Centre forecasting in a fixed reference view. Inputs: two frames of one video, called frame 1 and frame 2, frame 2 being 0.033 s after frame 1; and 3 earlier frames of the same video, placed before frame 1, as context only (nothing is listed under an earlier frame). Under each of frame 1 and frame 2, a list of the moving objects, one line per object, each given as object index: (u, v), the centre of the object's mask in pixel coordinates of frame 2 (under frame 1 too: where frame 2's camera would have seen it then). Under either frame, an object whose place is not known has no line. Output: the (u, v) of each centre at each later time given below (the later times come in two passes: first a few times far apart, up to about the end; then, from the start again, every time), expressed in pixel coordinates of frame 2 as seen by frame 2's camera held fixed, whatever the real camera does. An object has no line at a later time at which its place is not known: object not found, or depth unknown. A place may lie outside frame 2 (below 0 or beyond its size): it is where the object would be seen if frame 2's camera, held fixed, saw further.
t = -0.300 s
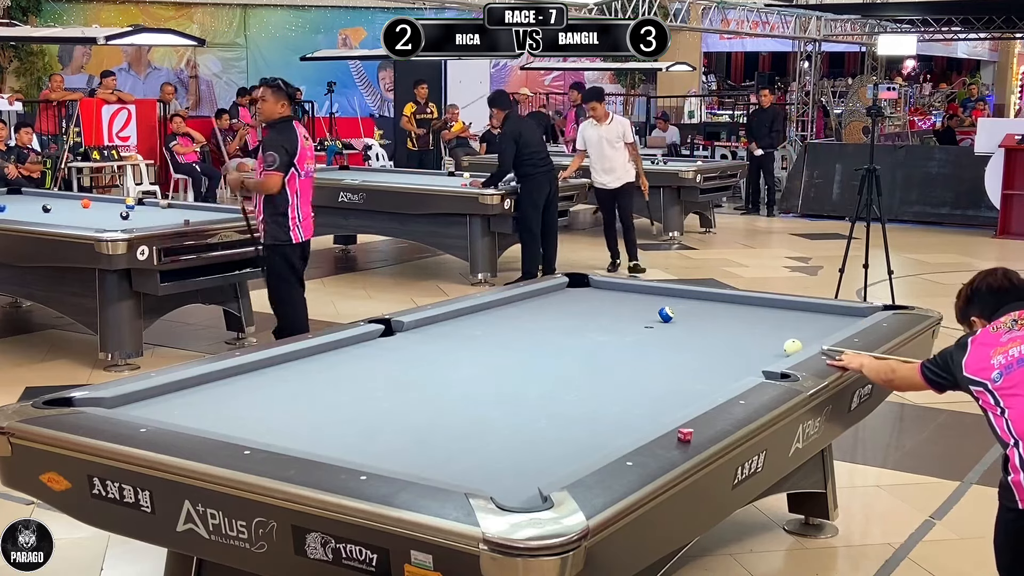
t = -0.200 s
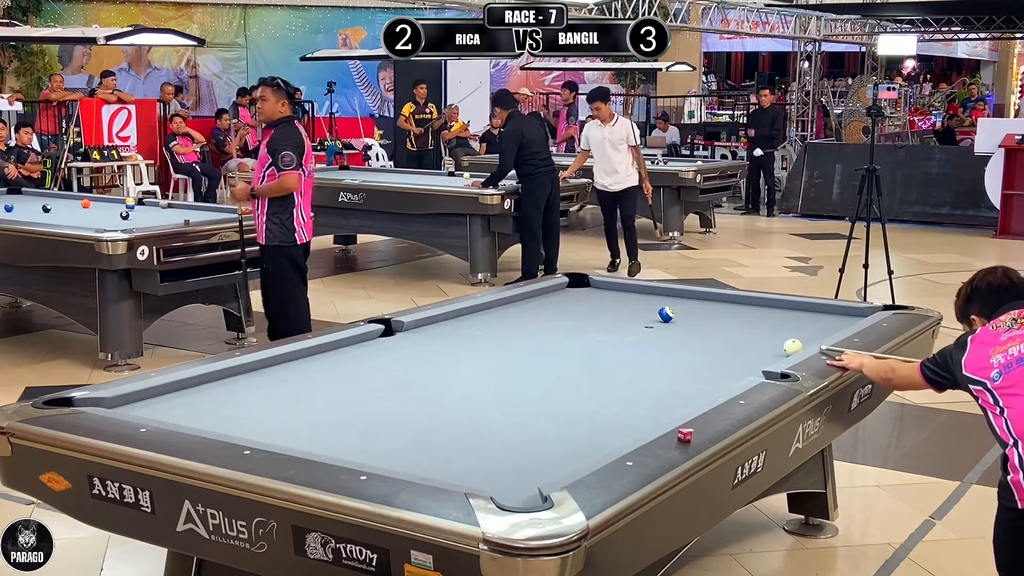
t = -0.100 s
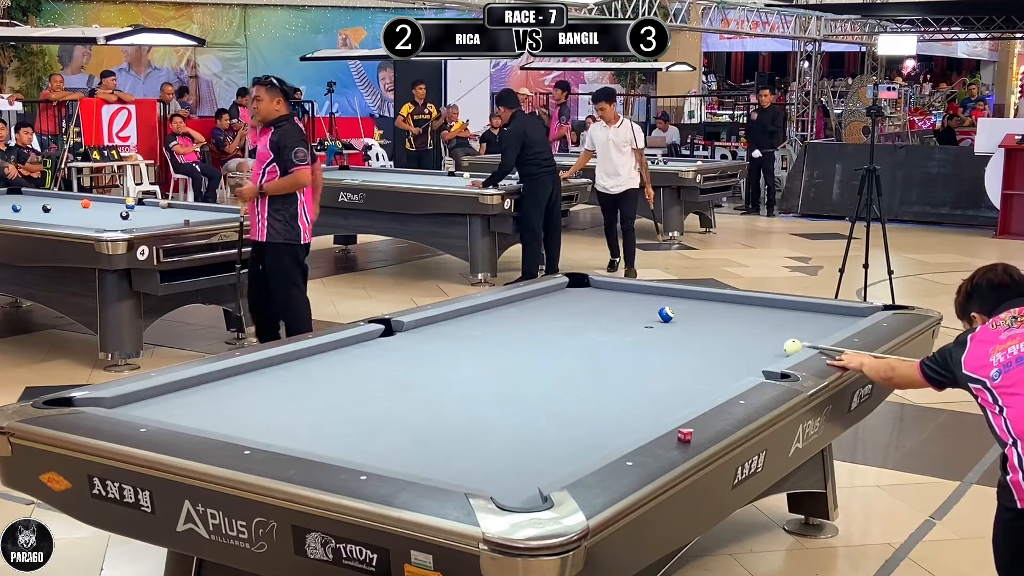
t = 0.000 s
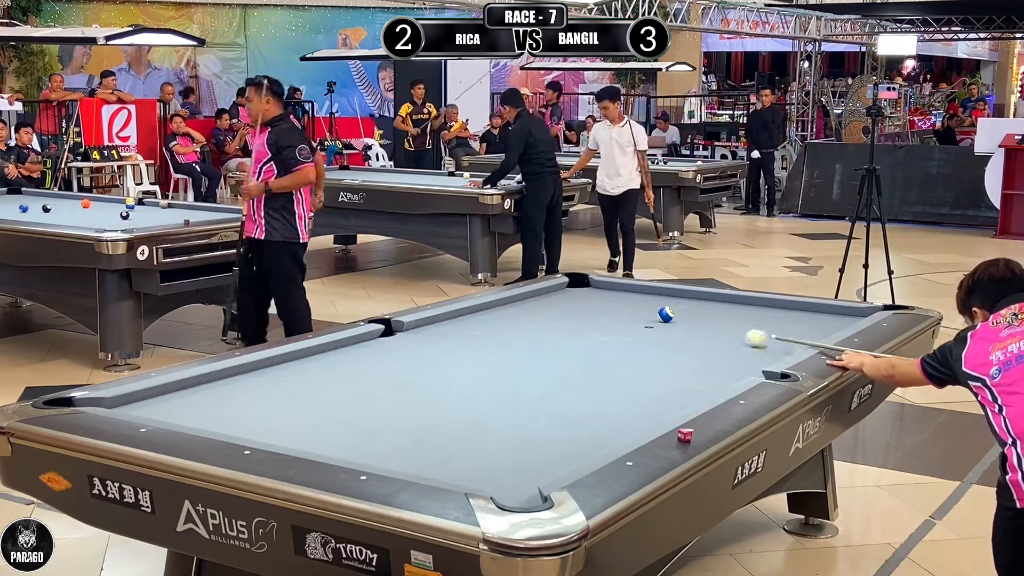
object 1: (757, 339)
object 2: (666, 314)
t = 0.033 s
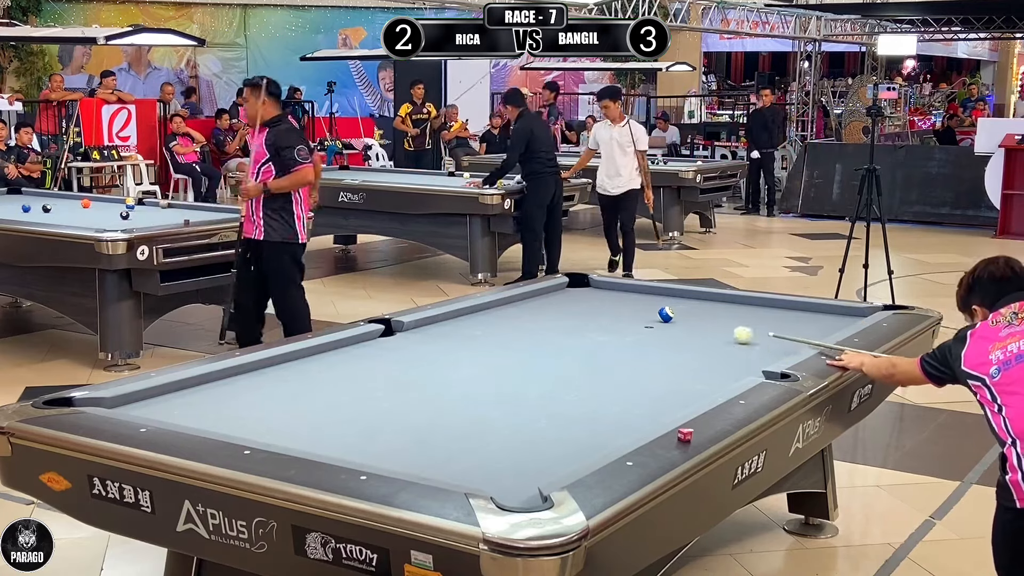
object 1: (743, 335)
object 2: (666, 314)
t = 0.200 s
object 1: (682, 319)
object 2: (665, 314)
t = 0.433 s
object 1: (650, 316)
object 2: (626, 301)
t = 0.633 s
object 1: (623, 312)
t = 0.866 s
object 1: (593, 309)
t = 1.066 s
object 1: (570, 306)
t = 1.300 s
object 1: (544, 303)
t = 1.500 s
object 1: (524, 300)
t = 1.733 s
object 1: (522, 300)
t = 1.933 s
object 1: (533, 301)
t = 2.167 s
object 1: (545, 303)
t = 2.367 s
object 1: (554, 304)
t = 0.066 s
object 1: (730, 332)
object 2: (666, 314)
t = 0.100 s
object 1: (718, 328)
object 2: (666, 314)
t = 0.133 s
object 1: (706, 325)
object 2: (666, 314)
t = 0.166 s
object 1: (694, 322)
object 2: (666, 314)
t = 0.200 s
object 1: (682, 319)
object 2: (665, 314)
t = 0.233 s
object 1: (673, 317)
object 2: (662, 313)
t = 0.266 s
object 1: (670, 317)
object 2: (657, 310)
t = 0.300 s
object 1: (666, 317)
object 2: (649, 308)
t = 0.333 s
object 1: (663, 317)
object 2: (643, 306)
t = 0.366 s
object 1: (658, 317)
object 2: (637, 304)
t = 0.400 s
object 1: (654, 316)
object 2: (631, 302)
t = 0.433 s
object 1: (650, 316)
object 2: (626, 301)
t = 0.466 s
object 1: (645, 315)
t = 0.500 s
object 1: (640, 314)
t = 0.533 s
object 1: (636, 314)
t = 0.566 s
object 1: (631, 314)
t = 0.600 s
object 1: (627, 313)
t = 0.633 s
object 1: (623, 312)
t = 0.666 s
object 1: (618, 312)
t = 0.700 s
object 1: (614, 311)
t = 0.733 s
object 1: (610, 311)
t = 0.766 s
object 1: (606, 310)
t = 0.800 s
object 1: (602, 310)
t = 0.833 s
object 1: (597, 309)
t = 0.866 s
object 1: (593, 309)
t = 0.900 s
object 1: (589, 309)
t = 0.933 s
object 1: (585, 308)
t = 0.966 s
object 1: (581, 308)
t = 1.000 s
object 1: (577, 307)
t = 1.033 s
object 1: (573, 307)
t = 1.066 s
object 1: (570, 306)
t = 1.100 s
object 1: (566, 306)
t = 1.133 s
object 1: (562, 305)
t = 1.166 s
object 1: (558, 305)
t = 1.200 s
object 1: (555, 304)
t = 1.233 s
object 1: (551, 304)
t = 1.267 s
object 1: (548, 303)
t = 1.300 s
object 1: (544, 303)
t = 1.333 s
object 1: (541, 303)
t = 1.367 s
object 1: (537, 302)
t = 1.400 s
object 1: (534, 302)
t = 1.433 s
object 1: (530, 301)
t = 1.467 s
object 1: (527, 301)
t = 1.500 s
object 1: (524, 300)
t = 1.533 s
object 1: (520, 300)
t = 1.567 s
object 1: (517, 299)
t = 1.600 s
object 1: (515, 299)
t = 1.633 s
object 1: (517, 299)
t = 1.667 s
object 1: (518, 299)
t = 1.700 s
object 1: (520, 300)
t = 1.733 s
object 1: (522, 300)
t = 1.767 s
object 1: (524, 300)
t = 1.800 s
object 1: (526, 301)
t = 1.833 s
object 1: (528, 301)
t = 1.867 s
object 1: (529, 301)
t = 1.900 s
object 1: (531, 301)
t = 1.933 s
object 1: (533, 301)
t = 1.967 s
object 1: (535, 301)
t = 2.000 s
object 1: (536, 302)
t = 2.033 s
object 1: (538, 302)
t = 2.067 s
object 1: (540, 302)
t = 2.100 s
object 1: (541, 302)
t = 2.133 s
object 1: (543, 303)
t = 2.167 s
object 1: (545, 303)
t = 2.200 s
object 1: (546, 303)
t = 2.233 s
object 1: (548, 303)
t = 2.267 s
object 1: (549, 303)
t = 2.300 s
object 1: (551, 303)
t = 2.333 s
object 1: (552, 304)
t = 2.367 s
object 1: (554, 304)
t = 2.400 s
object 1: (555, 304)
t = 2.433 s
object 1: (557, 304)
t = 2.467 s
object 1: (558, 304)
